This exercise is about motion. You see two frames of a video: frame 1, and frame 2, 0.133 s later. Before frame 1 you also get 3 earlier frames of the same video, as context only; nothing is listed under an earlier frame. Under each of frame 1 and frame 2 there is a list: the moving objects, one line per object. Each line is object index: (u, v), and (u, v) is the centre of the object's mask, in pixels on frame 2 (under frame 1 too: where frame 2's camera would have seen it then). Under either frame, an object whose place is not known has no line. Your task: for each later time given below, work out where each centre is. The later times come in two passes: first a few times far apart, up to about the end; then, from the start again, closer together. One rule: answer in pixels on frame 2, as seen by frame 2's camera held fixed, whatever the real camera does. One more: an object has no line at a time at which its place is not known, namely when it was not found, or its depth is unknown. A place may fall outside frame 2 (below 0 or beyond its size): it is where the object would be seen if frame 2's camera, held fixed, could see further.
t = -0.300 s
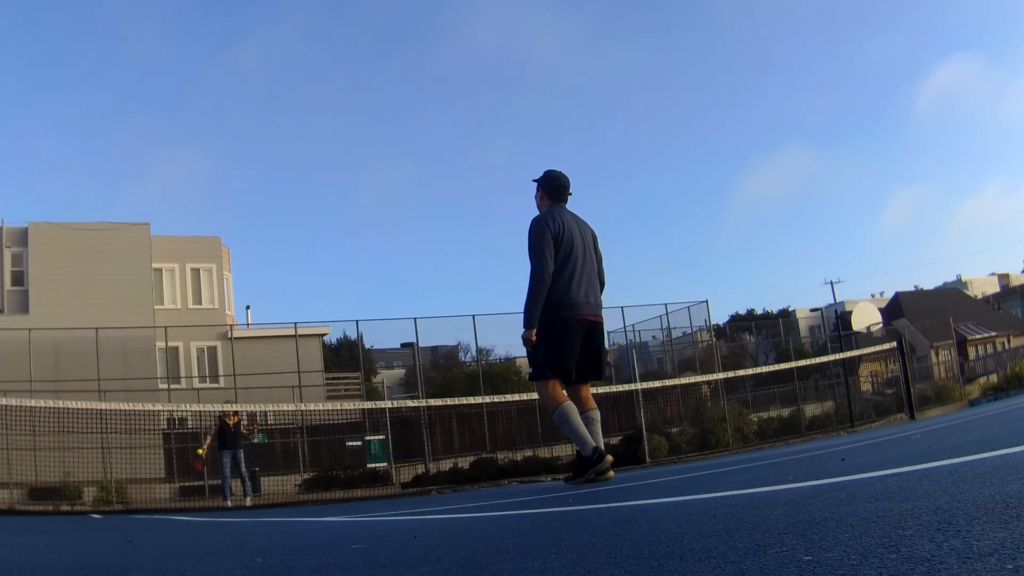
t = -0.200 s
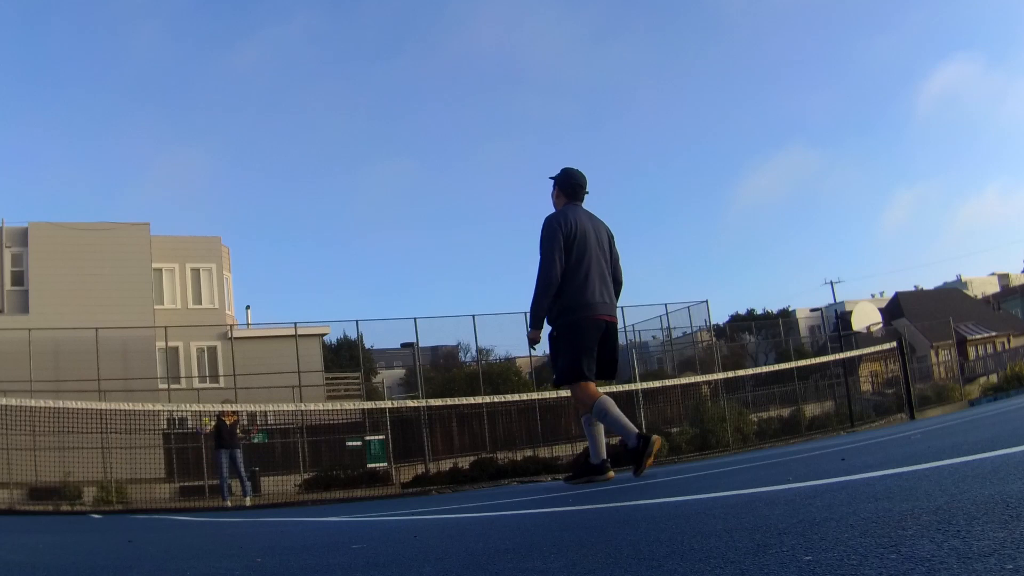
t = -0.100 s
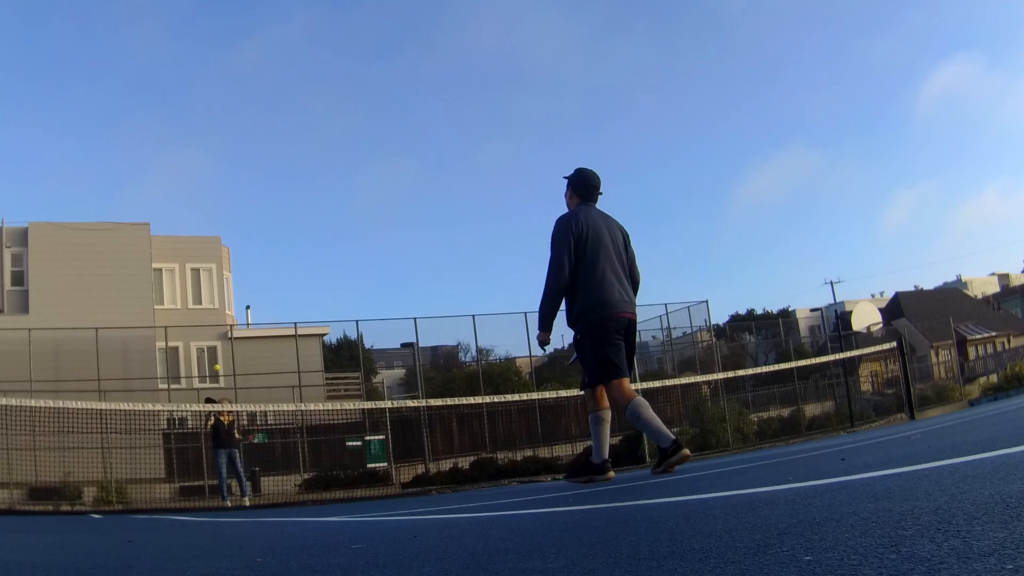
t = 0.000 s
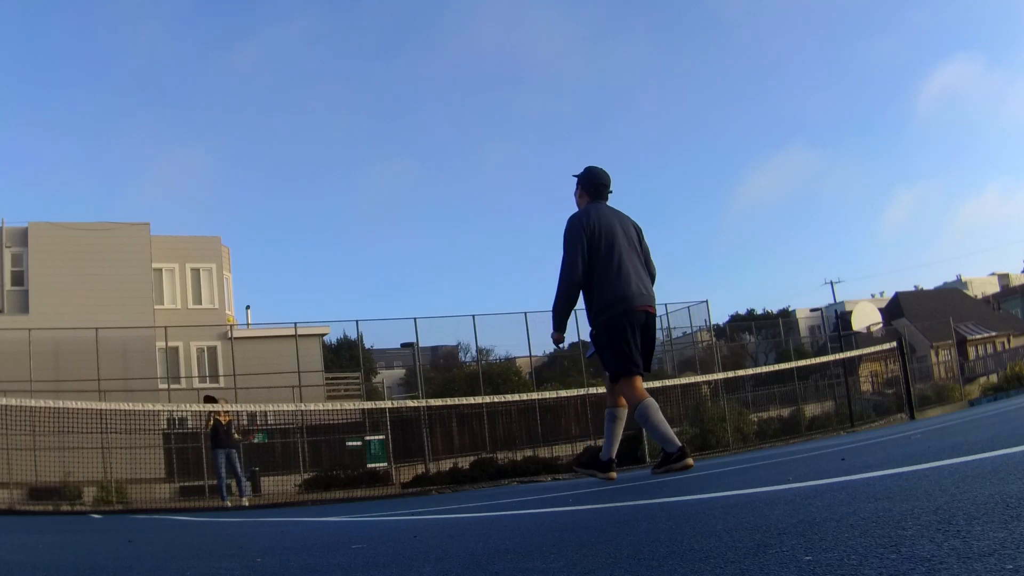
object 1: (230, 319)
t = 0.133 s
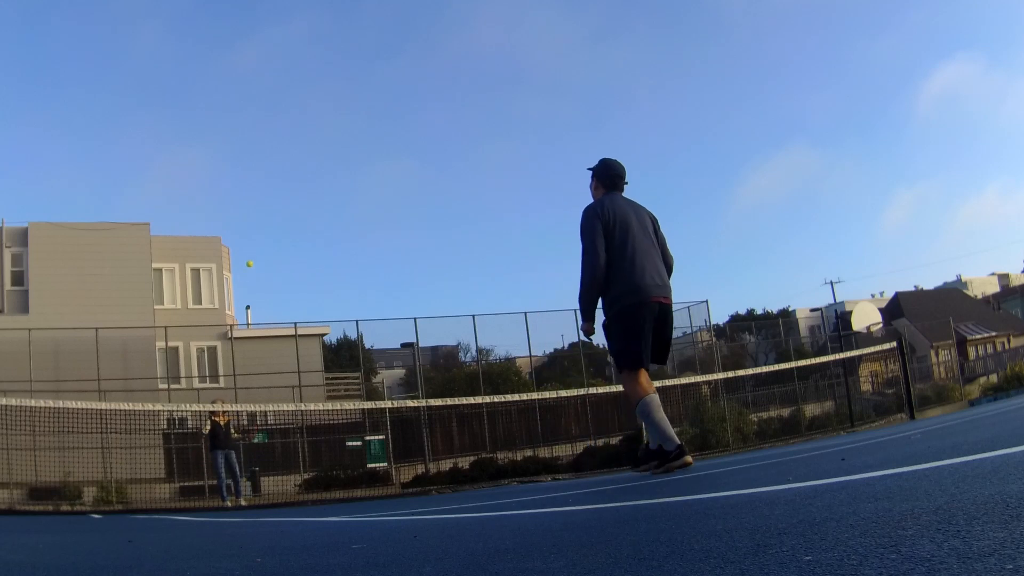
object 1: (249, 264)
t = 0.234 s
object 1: (266, 229)
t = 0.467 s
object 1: (311, 175)
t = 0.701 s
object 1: (370, 167)
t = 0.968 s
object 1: (464, 239)
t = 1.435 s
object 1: (639, 361)
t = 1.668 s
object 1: (687, 282)
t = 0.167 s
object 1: (254, 251)
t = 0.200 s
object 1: (260, 240)
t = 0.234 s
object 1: (266, 229)
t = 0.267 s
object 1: (271, 219)
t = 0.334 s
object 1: (284, 201)
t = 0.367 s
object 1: (290, 193)
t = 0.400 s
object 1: (297, 186)
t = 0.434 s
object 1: (304, 180)
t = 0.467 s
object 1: (311, 175)
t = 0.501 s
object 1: (319, 171)
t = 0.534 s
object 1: (326, 167)
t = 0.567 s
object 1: (334, 165)
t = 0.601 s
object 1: (343, 164)
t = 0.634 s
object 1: (352, 164)
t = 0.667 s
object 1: (360, 165)
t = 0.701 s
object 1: (370, 167)
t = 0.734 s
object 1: (380, 171)
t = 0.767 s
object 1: (390, 176)
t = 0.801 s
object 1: (401, 183)
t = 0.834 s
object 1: (413, 190)
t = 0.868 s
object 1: (425, 200)
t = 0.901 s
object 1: (437, 211)
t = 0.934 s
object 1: (450, 223)
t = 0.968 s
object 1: (464, 239)
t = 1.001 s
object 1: (478, 257)
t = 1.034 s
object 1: (493, 276)
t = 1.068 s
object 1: (509, 298)
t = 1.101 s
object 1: (525, 322)
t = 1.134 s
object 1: (542, 349)
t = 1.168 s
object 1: (560, 378)
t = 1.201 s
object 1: (578, 410)
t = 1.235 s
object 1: (597, 445)
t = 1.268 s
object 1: (613, 467)
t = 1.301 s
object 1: (618, 442)
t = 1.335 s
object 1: (623, 420)
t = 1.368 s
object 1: (628, 398)
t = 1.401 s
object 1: (634, 378)
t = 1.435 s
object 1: (639, 361)
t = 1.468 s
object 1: (645, 345)
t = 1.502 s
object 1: (652, 330)
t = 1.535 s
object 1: (658, 317)
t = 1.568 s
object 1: (665, 305)
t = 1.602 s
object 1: (672, 296)
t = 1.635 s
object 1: (679, 288)
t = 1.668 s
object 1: (687, 282)
